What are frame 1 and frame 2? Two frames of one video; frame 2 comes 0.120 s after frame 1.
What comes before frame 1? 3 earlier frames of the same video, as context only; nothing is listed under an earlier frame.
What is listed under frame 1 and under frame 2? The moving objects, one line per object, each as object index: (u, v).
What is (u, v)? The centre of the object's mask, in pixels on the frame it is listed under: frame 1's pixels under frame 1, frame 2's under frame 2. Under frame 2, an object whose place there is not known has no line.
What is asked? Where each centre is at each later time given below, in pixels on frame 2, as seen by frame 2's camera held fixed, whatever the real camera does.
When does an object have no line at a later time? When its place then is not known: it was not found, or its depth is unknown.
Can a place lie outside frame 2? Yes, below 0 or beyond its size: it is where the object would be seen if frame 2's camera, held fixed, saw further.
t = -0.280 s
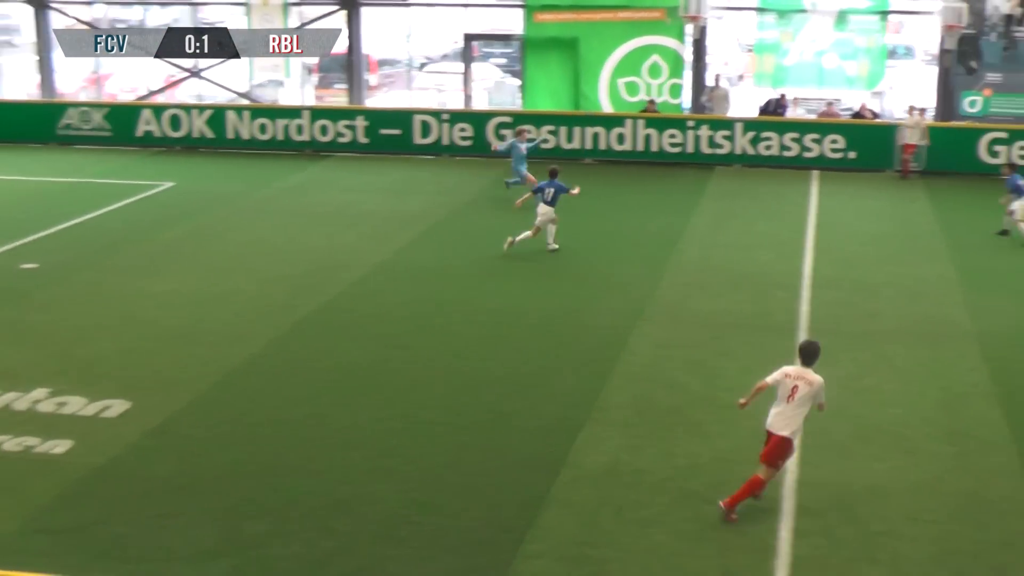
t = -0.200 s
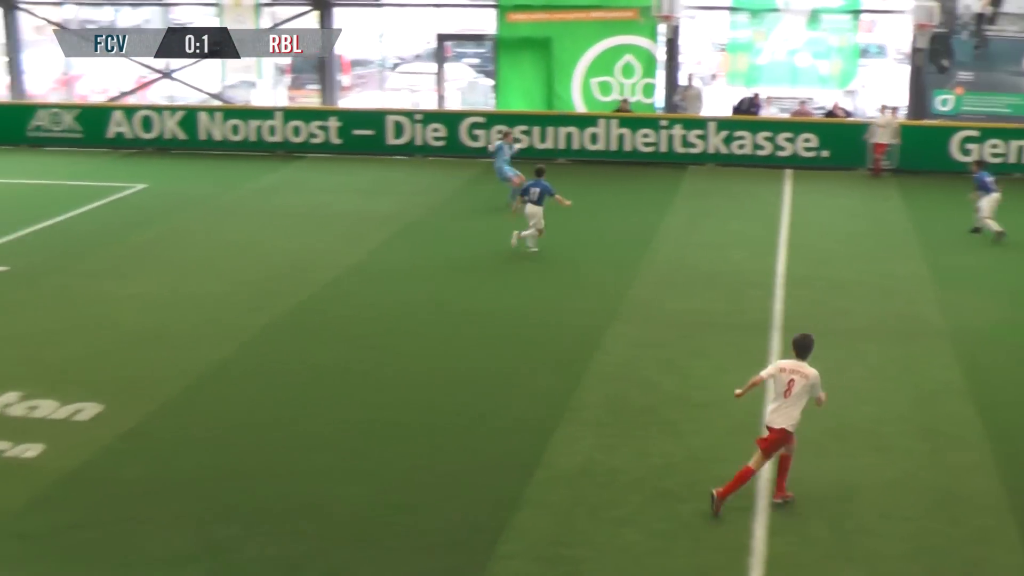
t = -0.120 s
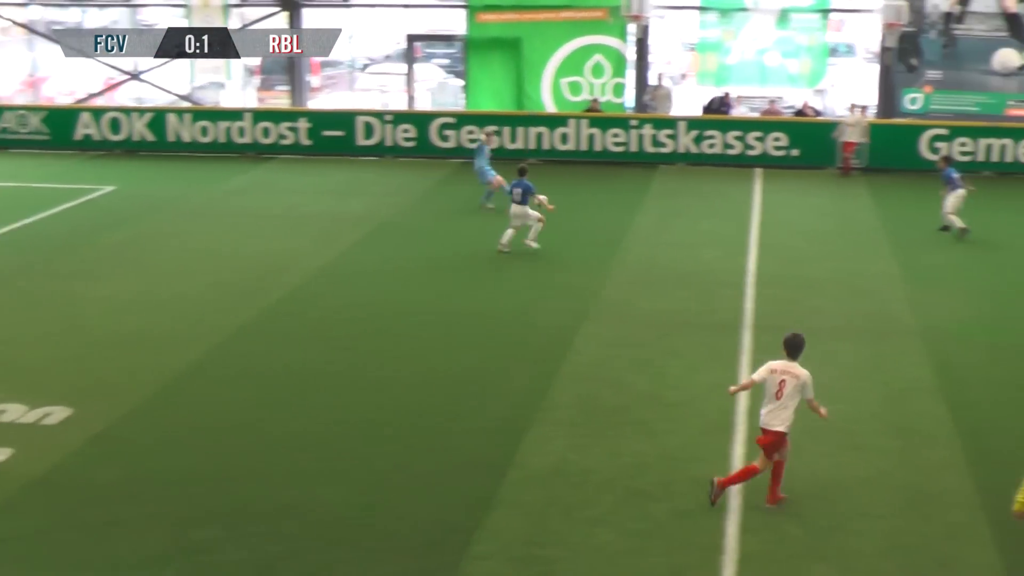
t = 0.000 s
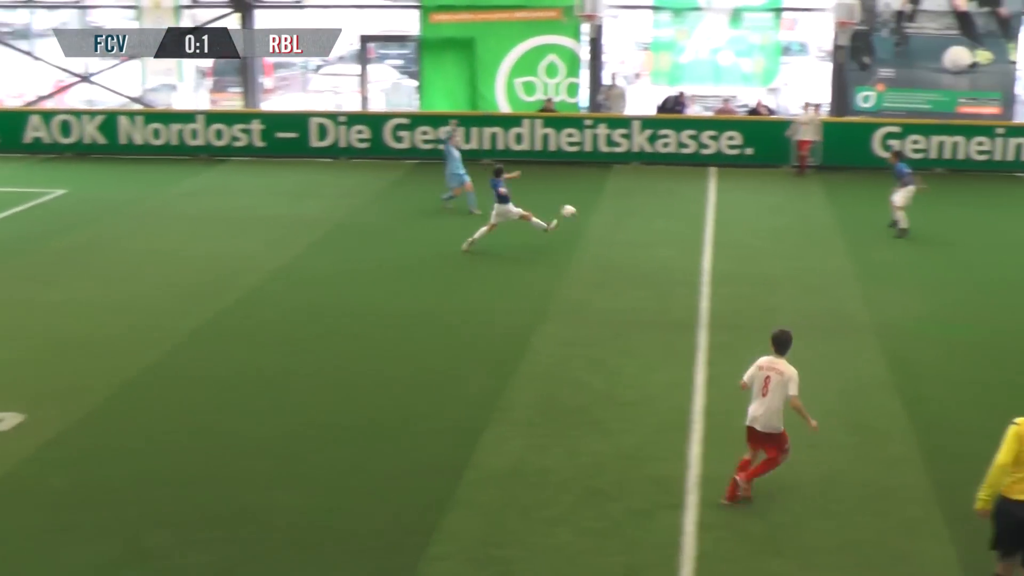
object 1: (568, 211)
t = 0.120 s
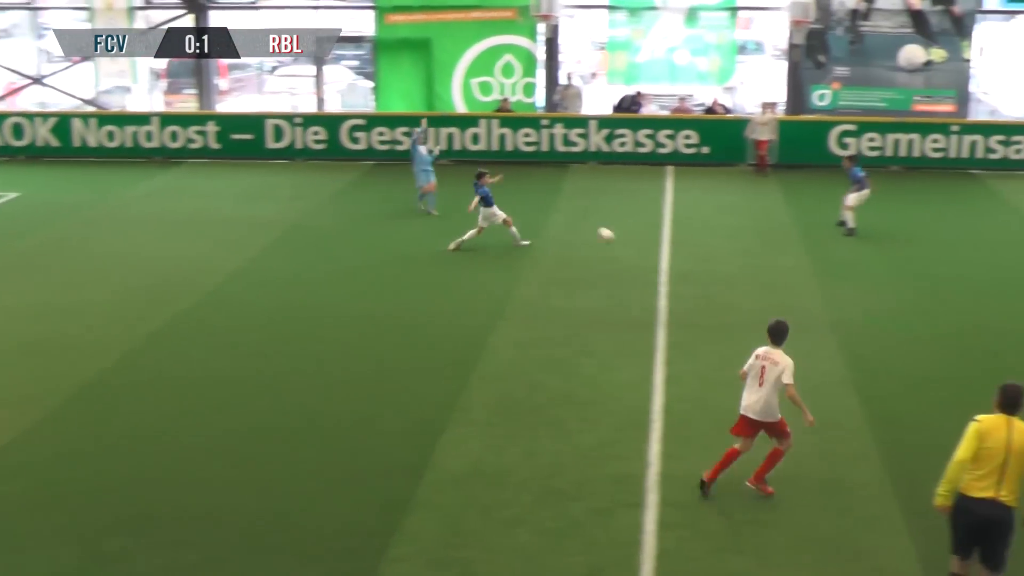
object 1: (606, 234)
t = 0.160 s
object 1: (633, 245)
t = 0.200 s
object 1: (661, 258)
